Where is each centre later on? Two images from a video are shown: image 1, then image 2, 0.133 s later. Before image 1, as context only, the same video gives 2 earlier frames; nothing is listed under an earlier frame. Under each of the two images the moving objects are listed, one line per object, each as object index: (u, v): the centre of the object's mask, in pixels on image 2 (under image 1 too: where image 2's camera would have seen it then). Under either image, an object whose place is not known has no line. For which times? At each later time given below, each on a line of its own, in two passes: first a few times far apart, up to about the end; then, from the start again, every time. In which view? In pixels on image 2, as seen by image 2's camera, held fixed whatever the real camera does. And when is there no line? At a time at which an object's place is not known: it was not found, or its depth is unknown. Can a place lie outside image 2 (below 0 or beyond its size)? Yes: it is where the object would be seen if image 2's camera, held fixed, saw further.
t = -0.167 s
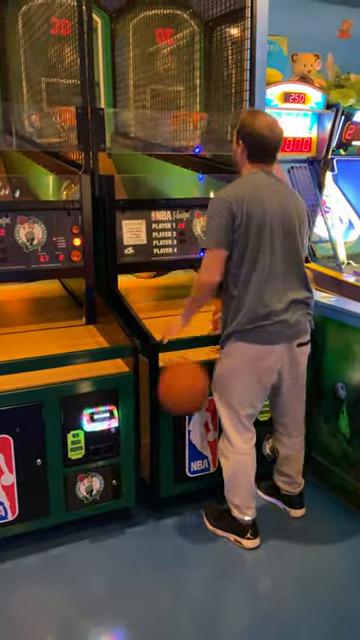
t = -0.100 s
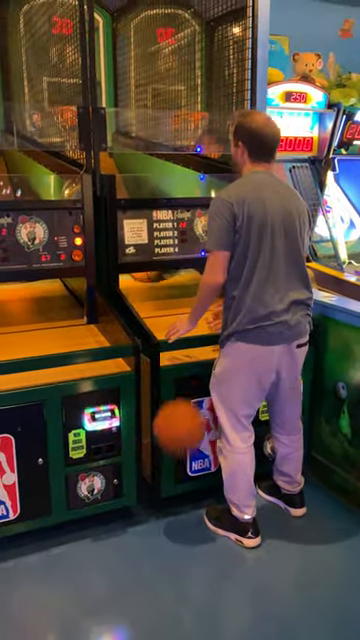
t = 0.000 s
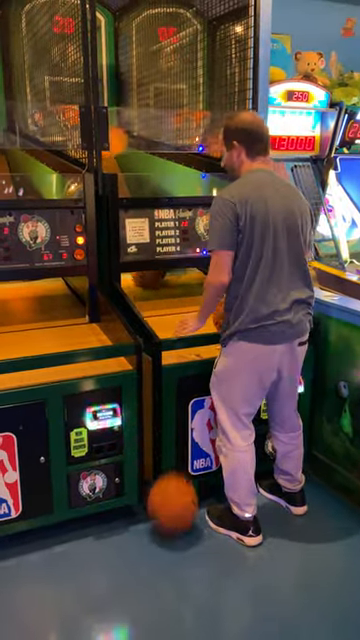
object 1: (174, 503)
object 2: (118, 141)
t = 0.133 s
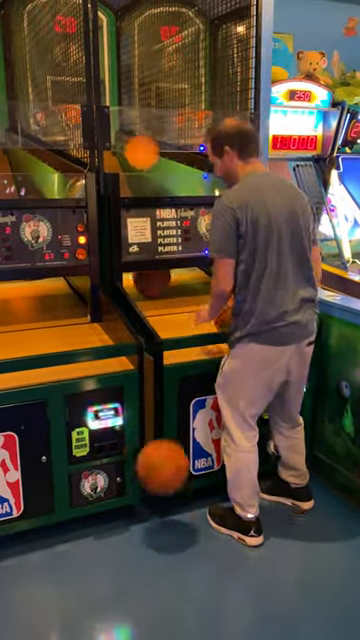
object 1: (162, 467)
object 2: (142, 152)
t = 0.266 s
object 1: (150, 443)
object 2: (172, 186)
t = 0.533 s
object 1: (129, 510)
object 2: (189, 131)
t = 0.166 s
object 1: (159, 458)
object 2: (149, 159)
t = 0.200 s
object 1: (156, 451)
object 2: (157, 169)
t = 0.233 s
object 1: (153, 446)
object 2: (164, 179)
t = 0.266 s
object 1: (150, 443)
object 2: (172, 186)
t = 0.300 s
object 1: (148, 443)
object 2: (177, 184)
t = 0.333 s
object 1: (145, 445)
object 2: (180, 173)
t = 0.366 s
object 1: (143, 450)
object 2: (182, 162)
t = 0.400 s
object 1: (140, 456)
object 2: (185, 151)
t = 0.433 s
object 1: (137, 466)
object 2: (185, 144)
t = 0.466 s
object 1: (134, 479)
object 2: (187, 139)
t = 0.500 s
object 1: (132, 493)
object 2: (188, 137)
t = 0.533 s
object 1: (129, 510)
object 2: (189, 131)
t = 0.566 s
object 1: (127, 526)
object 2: (189, 130)
